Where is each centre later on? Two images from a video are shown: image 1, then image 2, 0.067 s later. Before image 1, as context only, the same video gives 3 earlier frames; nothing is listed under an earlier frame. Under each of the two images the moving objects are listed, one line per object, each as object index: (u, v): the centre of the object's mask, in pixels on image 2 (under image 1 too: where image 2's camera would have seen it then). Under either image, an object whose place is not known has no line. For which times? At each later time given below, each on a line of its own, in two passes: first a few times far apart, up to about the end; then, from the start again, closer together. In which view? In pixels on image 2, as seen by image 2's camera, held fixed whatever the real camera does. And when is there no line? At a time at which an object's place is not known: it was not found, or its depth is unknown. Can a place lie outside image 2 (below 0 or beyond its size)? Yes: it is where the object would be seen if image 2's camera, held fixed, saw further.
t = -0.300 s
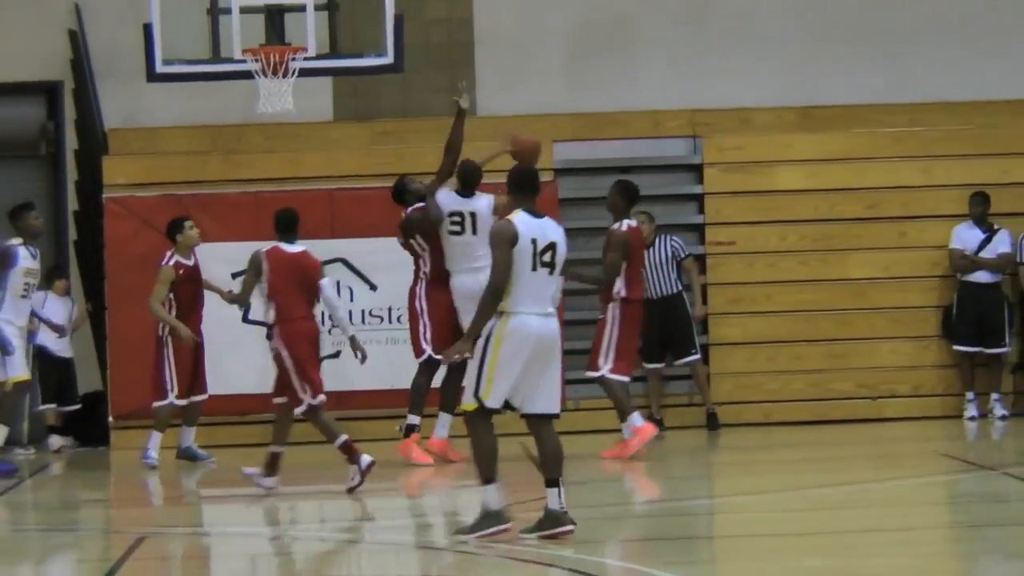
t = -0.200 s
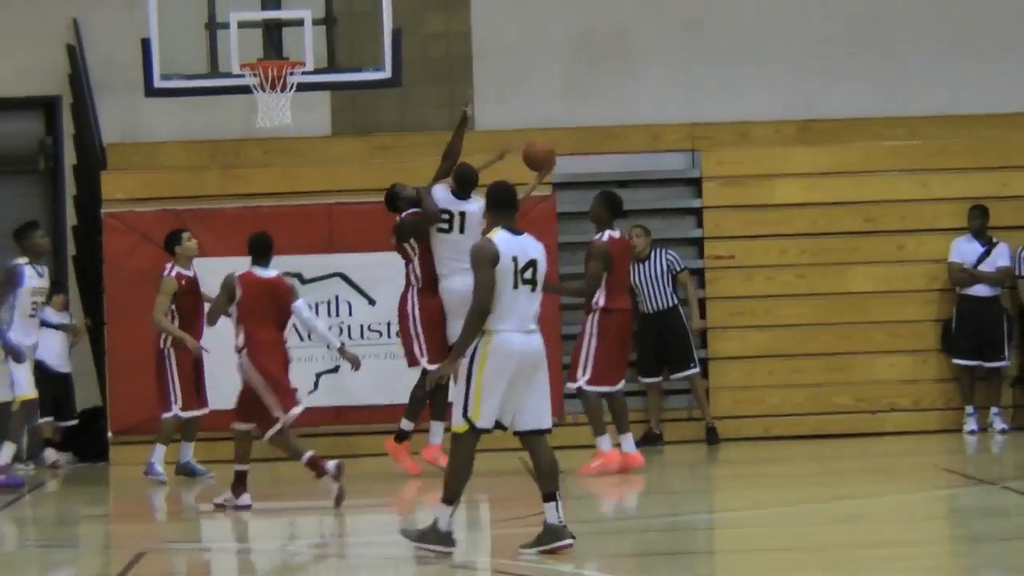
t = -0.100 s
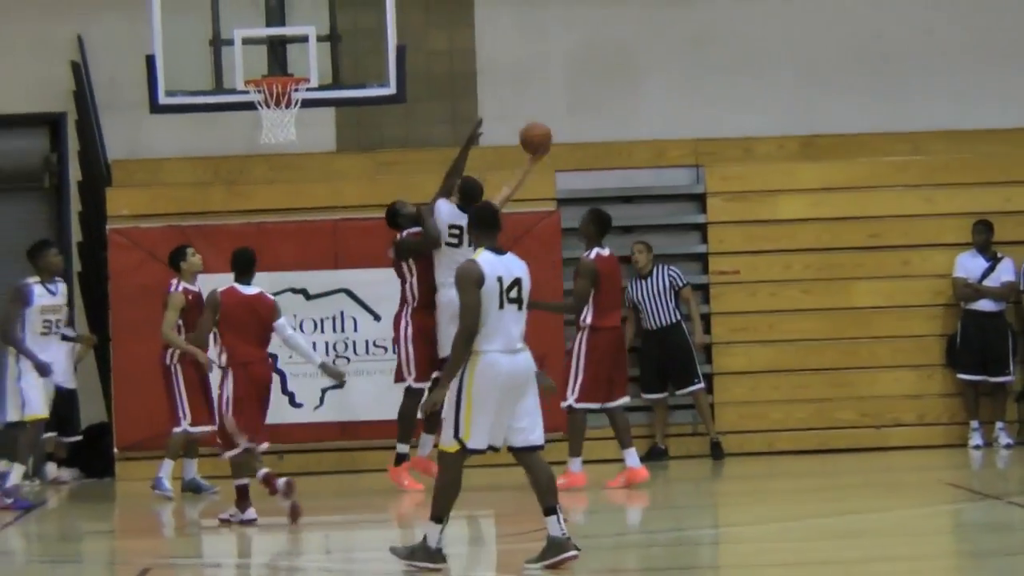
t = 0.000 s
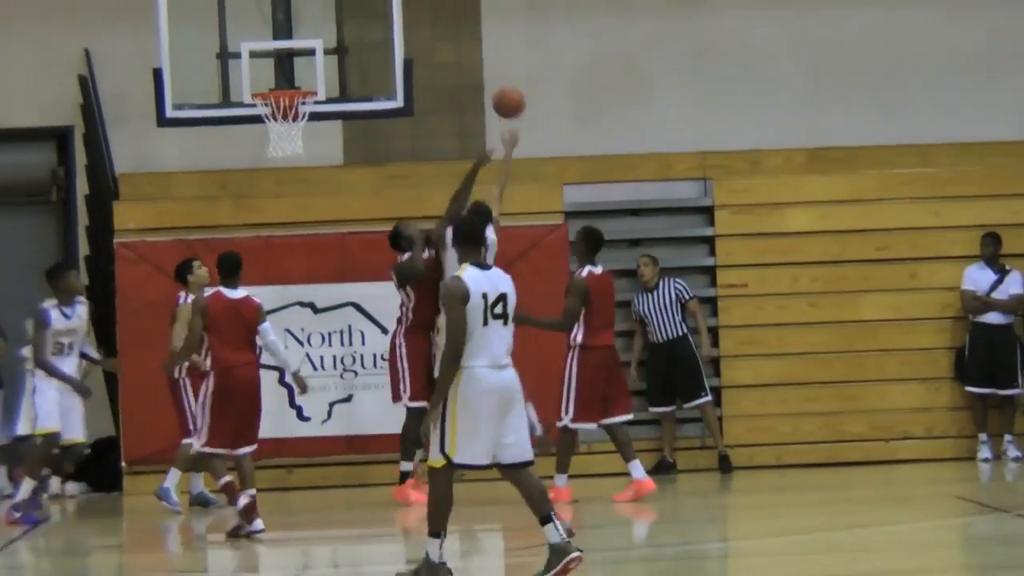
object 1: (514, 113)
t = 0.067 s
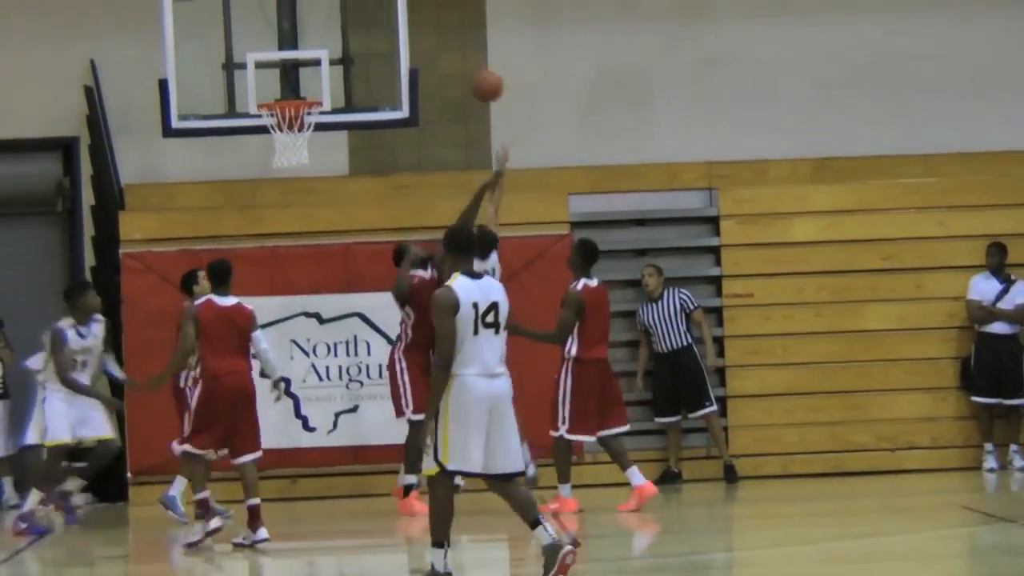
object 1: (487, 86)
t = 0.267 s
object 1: (406, 38)
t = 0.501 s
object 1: (325, 48)
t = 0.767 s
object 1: (273, 129)
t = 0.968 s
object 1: (267, 185)
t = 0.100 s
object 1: (473, 74)
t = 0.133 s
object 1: (460, 64)
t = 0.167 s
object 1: (447, 55)
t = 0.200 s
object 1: (434, 48)
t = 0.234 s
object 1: (421, 42)
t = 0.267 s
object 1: (406, 38)
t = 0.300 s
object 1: (394, 35)
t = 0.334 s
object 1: (380, 34)
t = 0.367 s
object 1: (368, 35)
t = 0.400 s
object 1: (355, 36)
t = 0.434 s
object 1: (342, 39)
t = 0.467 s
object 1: (332, 43)
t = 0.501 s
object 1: (325, 48)
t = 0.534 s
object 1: (317, 53)
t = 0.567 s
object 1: (311, 60)
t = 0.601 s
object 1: (304, 68)
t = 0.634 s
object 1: (298, 77)
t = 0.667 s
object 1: (291, 87)
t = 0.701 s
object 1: (284, 94)
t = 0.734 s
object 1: (282, 115)
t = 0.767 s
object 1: (273, 129)
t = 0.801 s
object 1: (269, 138)
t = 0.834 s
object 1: (268, 152)
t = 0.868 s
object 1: (268, 153)
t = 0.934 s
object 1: (268, 173)
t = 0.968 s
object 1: (267, 185)
